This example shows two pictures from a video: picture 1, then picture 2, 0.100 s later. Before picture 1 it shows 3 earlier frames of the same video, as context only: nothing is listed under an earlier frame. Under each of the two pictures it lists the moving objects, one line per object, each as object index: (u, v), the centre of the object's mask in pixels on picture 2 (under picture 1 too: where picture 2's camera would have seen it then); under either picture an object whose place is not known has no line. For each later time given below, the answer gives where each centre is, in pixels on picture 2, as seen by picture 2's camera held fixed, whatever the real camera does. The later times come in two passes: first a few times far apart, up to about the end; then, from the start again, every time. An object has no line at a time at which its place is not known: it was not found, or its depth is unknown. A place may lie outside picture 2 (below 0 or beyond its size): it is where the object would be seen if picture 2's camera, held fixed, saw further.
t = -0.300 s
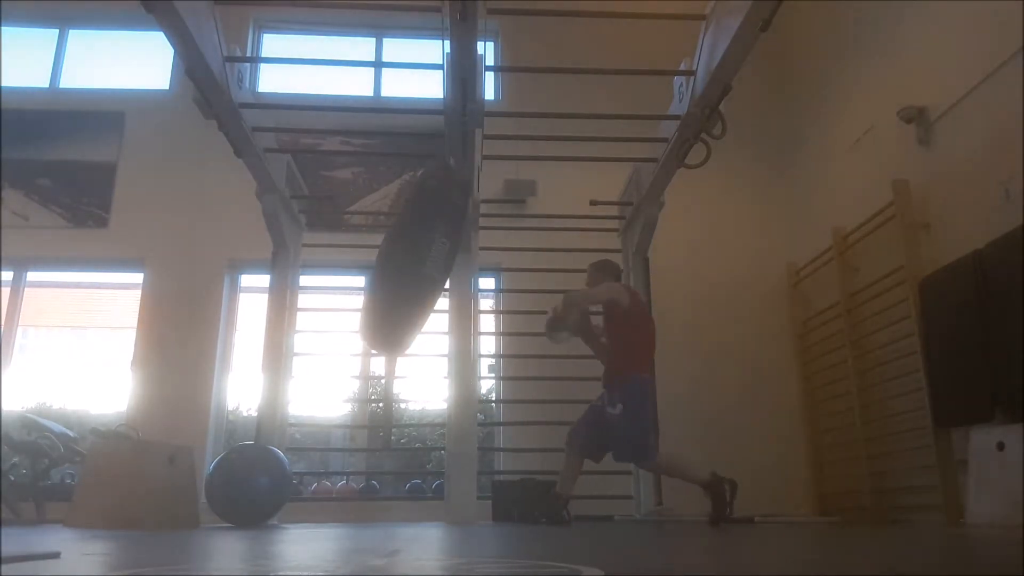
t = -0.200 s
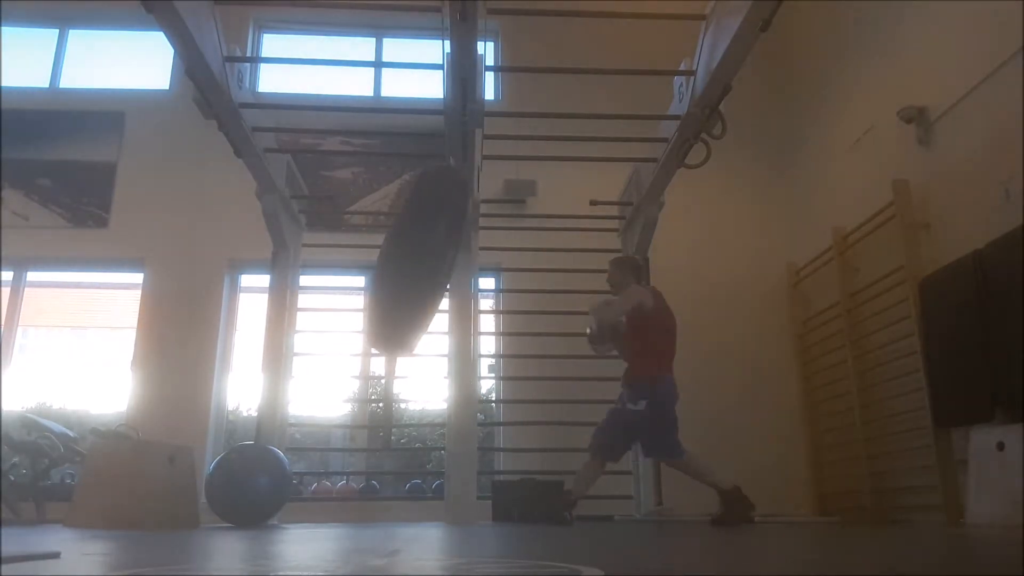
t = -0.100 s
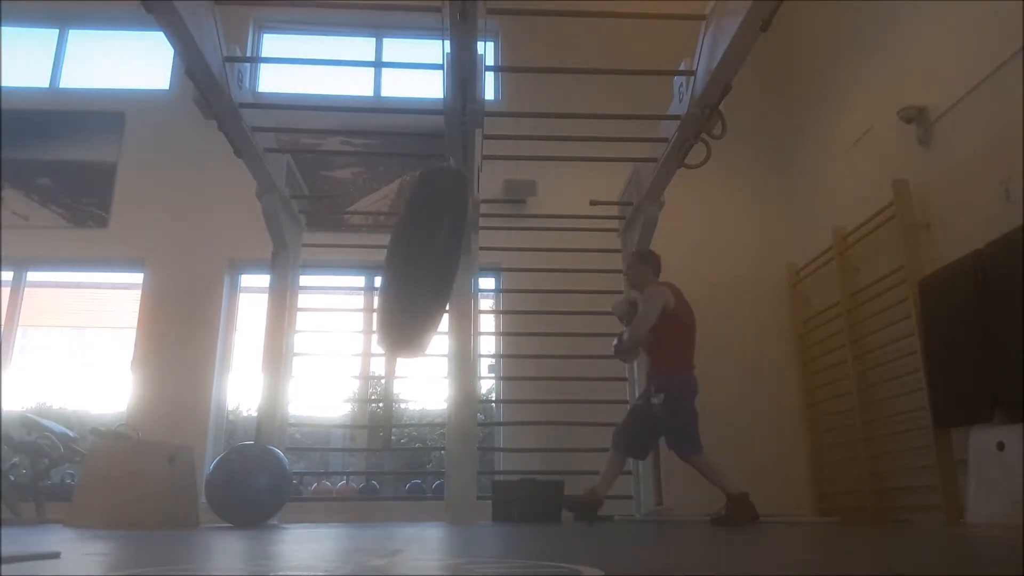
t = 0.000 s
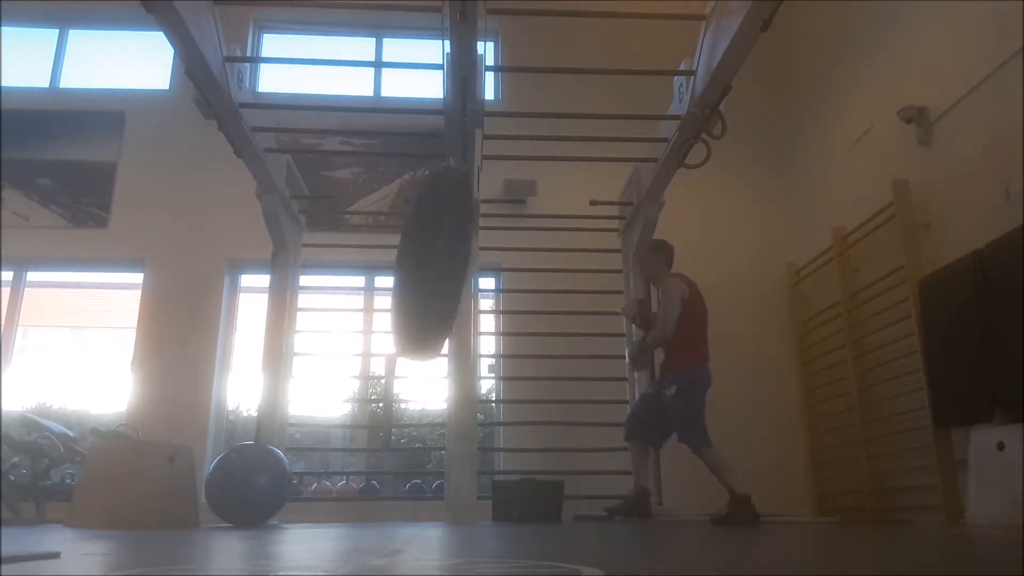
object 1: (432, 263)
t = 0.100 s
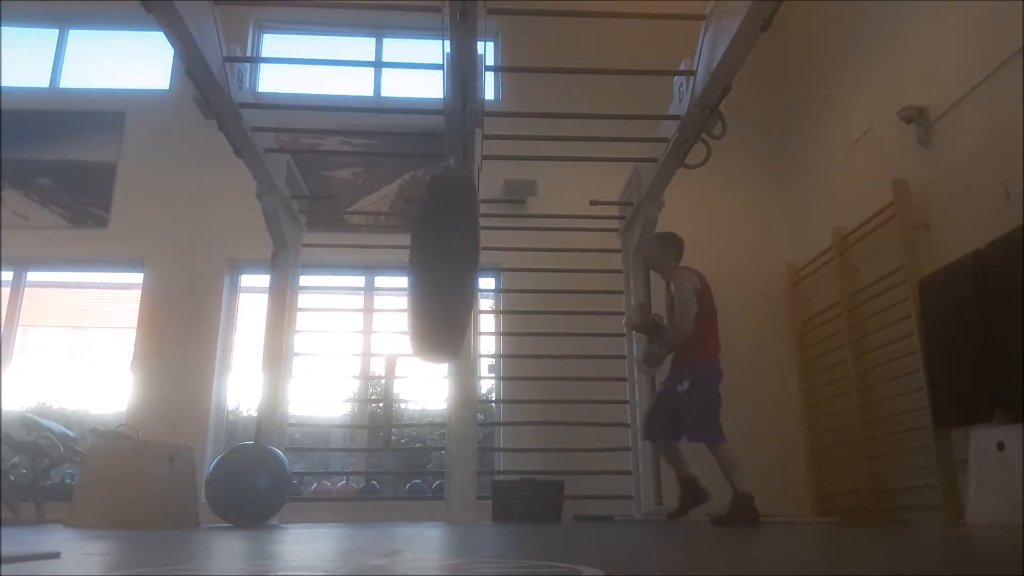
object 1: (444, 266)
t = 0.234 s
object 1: (462, 266)
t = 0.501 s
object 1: (495, 260)
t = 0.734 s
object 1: (510, 249)
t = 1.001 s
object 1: (501, 246)
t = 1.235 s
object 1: (471, 248)
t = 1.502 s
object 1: (434, 253)
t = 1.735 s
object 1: (419, 258)
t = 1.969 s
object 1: (425, 261)
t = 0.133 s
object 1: (448, 266)
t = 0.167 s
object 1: (452, 266)
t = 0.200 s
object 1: (457, 265)
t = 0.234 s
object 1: (462, 266)
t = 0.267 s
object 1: (466, 266)
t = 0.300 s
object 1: (471, 265)
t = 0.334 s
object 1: (475, 265)
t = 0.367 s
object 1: (478, 263)
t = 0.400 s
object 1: (483, 263)
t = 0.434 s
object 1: (487, 262)
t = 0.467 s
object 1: (491, 261)
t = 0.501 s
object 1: (495, 260)
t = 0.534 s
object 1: (498, 259)
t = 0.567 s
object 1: (502, 257)
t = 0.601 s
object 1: (504, 255)
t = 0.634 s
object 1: (506, 253)
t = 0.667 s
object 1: (508, 252)
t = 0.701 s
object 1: (509, 250)
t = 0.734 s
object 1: (510, 249)
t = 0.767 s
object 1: (510, 248)
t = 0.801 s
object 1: (511, 247)
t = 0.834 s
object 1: (510, 247)
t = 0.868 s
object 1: (509, 246)
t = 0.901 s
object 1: (508, 245)
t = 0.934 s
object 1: (506, 246)
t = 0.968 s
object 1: (503, 245)
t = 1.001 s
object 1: (501, 246)
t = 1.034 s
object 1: (497, 245)
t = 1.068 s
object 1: (493, 245)
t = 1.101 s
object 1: (489, 246)
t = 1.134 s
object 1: (485, 246)
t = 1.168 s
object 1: (480, 247)
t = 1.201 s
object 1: (476, 248)
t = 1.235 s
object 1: (471, 248)
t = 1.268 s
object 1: (466, 249)
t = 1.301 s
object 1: (461, 249)
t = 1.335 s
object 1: (456, 251)
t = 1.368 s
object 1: (451, 251)
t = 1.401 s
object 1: (446, 252)
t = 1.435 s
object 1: (442, 252)
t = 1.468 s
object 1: (438, 253)
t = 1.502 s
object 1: (434, 253)
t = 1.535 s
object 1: (431, 254)
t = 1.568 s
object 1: (427, 255)
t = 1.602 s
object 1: (425, 256)
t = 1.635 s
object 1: (422, 257)
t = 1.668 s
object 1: (420, 257)
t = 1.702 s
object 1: (419, 258)
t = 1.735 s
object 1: (419, 258)
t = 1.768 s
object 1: (419, 258)
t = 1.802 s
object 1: (419, 258)
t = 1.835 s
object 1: (419, 258)
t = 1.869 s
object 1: (420, 259)
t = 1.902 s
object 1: (421, 260)
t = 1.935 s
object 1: (423, 261)
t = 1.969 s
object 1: (425, 261)
